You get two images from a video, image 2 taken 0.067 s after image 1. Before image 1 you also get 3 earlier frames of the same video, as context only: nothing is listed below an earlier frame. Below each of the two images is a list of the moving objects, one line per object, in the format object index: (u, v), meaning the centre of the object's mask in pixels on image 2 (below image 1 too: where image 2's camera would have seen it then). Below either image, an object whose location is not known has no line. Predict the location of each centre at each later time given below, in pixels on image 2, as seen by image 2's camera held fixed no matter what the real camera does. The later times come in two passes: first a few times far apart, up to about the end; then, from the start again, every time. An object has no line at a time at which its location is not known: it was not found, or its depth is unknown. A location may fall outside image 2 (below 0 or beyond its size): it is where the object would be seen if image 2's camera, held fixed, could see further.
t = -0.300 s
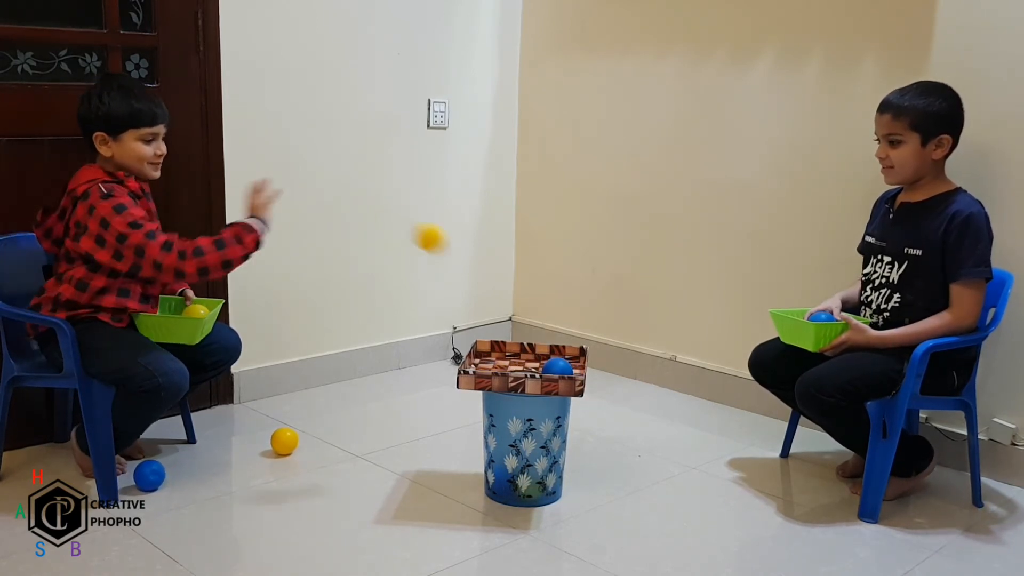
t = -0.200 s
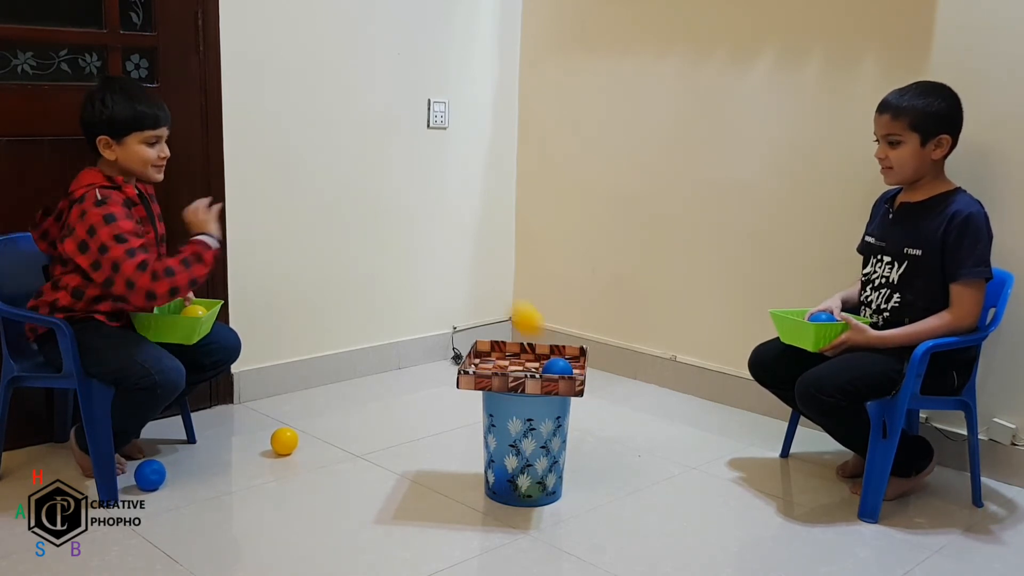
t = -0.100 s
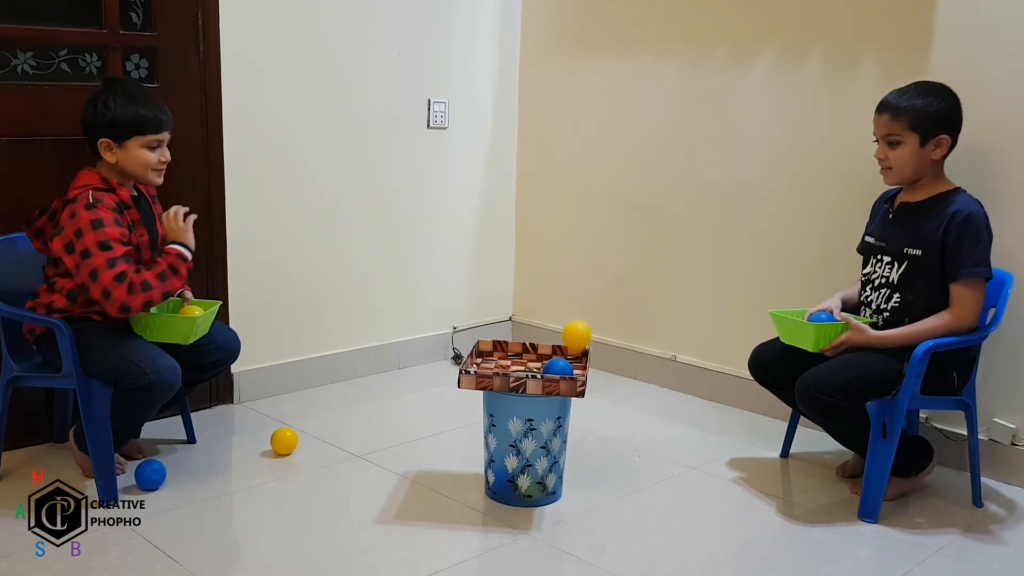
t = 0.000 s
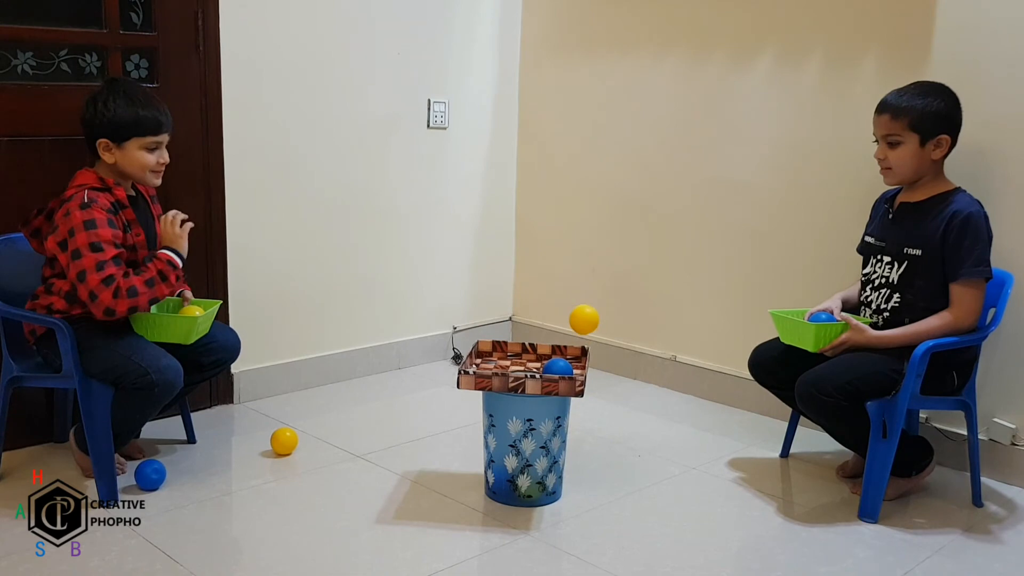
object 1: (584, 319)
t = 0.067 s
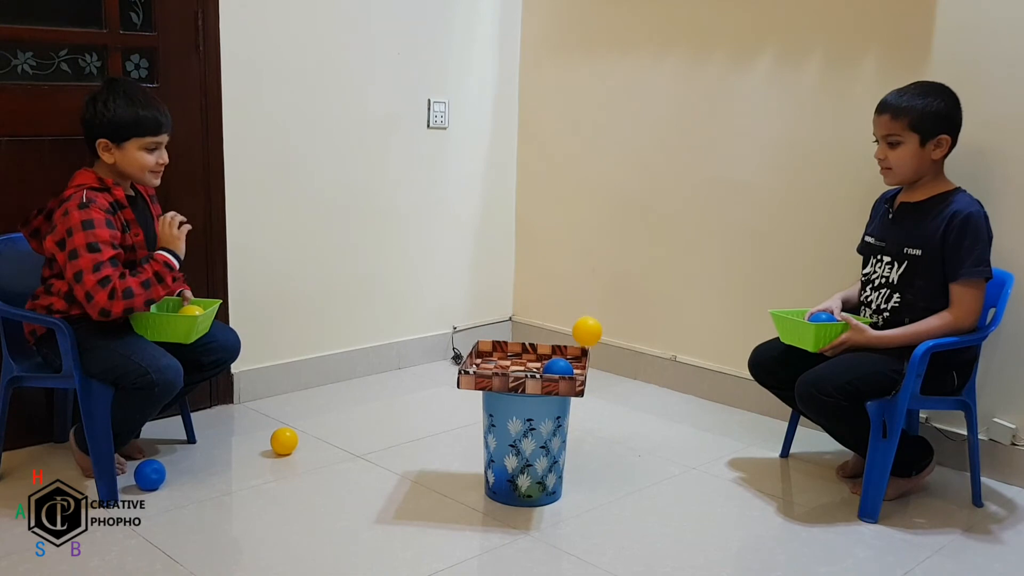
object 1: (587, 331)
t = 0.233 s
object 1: (619, 370)
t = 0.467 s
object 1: (669, 438)
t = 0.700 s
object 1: (727, 454)
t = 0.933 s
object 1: (785, 461)
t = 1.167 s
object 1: (842, 487)
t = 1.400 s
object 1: (898, 510)
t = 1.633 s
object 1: (958, 526)
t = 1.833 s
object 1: (1005, 540)
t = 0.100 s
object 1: (590, 342)
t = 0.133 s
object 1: (598, 342)
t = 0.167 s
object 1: (605, 347)
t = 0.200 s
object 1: (612, 357)
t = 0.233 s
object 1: (619, 370)
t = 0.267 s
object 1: (625, 388)
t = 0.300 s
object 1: (631, 411)
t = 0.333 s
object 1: (637, 439)
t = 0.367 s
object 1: (642, 471)
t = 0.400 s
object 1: (650, 471)
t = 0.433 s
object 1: (660, 452)
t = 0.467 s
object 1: (669, 438)
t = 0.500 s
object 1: (678, 427)
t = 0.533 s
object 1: (687, 421)
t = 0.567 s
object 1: (695, 419)
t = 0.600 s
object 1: (703, 421)
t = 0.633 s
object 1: (711, 427)
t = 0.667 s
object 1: (719, 438)
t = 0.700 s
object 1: (727, 454)
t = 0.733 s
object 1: (734, 474)
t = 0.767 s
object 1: (741, 489)
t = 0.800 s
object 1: (751, 475)
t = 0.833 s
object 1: (760, 465)
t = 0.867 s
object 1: (768, 460)
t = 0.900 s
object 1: (777, 458)
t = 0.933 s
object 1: (785, 461)
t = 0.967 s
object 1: (792, 467)
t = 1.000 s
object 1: (798, 479)
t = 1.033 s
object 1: (806, 497)
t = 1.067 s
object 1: (813, 502)
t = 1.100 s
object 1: (824, 492)
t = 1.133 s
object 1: (833, 487)
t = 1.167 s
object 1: (842, 487)
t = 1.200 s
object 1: (850, 492)
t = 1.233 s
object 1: (858, 501)
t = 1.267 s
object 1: (866, 514)
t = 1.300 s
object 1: (875, 507)
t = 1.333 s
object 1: (883, 504)
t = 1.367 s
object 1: (891, 505)
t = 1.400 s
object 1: (898, 510)
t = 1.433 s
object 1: (905, 520)
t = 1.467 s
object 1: (914, 518)
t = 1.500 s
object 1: (923, 516)
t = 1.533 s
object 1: (932, 519)
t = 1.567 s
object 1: (940, 527)
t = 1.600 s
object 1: (949, 526)
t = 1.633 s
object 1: (958, 526)
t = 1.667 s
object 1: (966, 530)
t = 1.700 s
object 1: (974, 533)
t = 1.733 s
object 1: (982, 533)
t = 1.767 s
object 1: (989, 537)
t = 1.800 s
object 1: (998, 537)
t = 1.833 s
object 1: (1005, 540)
